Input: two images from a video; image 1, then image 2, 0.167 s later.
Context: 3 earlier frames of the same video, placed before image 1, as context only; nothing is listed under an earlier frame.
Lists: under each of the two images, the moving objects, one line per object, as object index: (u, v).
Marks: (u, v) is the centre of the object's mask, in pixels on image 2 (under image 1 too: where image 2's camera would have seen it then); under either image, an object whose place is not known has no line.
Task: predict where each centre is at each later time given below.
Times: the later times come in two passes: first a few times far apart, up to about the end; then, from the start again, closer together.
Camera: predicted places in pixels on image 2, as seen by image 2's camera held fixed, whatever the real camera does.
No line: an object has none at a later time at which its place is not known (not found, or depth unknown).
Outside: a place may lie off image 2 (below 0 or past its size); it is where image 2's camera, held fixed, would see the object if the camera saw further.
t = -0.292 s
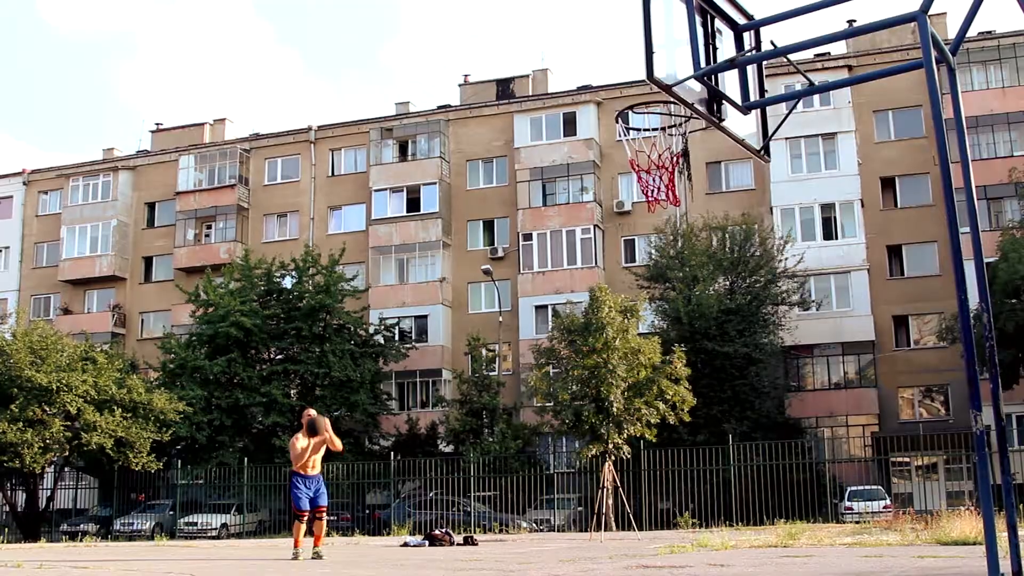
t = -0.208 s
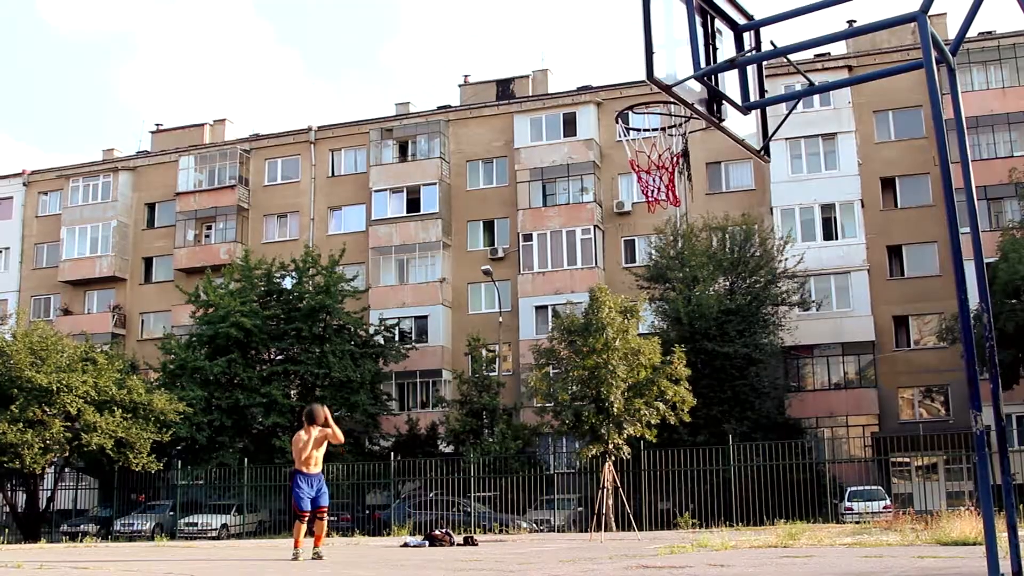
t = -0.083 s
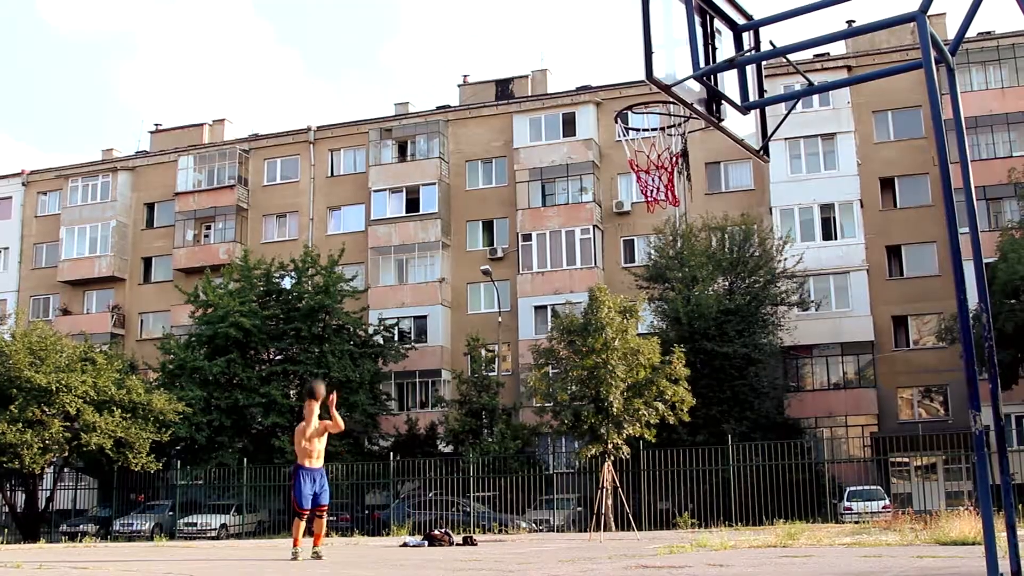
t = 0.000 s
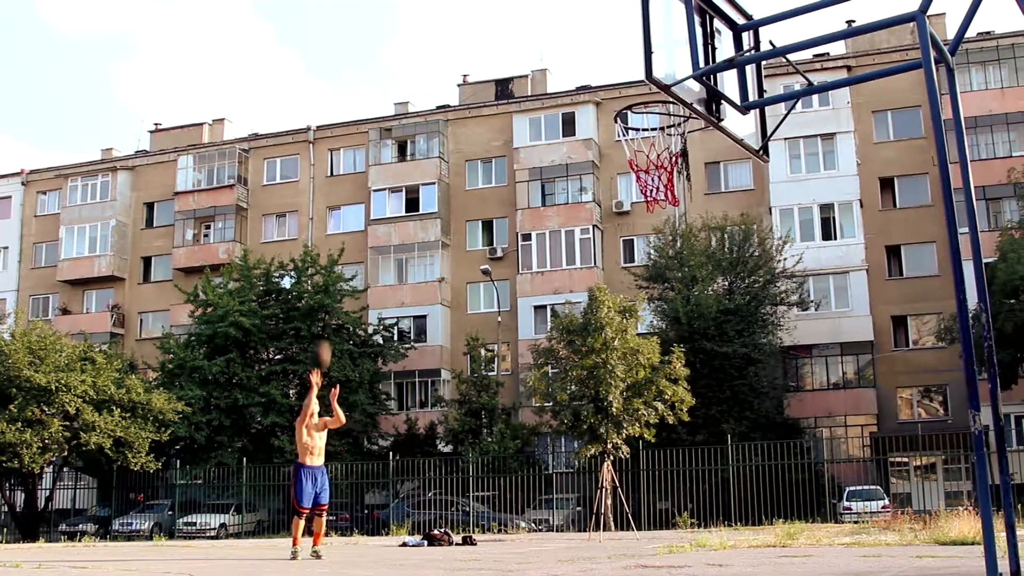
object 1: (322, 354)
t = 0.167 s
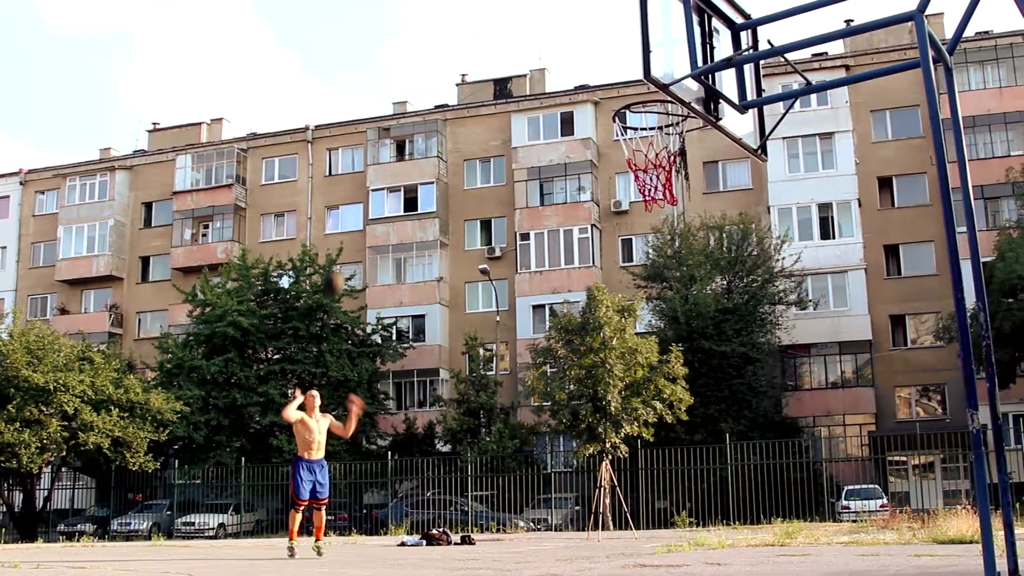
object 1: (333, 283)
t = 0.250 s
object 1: (340, 254)
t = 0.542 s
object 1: (367, 201)
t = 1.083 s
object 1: (426, 342)
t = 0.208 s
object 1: (337, 267)
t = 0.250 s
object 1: (340, 254)
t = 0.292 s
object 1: (343, 242)
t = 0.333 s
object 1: (347, 232)
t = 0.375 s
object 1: (351, 222)
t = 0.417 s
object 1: (355, 215)
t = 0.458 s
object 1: (360, 207)
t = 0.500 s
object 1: (364, 203)
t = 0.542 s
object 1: (367, 201)
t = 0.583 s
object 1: (371, 200)
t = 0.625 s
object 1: (376, 200)
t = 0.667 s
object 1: (377, 201)
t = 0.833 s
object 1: (394, 228)
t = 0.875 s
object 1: (399, 241)
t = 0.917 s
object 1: (404, 255)
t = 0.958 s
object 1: (409, 273)
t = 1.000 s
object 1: (412, 292)
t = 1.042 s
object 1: (418, 317)
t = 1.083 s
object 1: (426, 342)
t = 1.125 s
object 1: (433, 367)
